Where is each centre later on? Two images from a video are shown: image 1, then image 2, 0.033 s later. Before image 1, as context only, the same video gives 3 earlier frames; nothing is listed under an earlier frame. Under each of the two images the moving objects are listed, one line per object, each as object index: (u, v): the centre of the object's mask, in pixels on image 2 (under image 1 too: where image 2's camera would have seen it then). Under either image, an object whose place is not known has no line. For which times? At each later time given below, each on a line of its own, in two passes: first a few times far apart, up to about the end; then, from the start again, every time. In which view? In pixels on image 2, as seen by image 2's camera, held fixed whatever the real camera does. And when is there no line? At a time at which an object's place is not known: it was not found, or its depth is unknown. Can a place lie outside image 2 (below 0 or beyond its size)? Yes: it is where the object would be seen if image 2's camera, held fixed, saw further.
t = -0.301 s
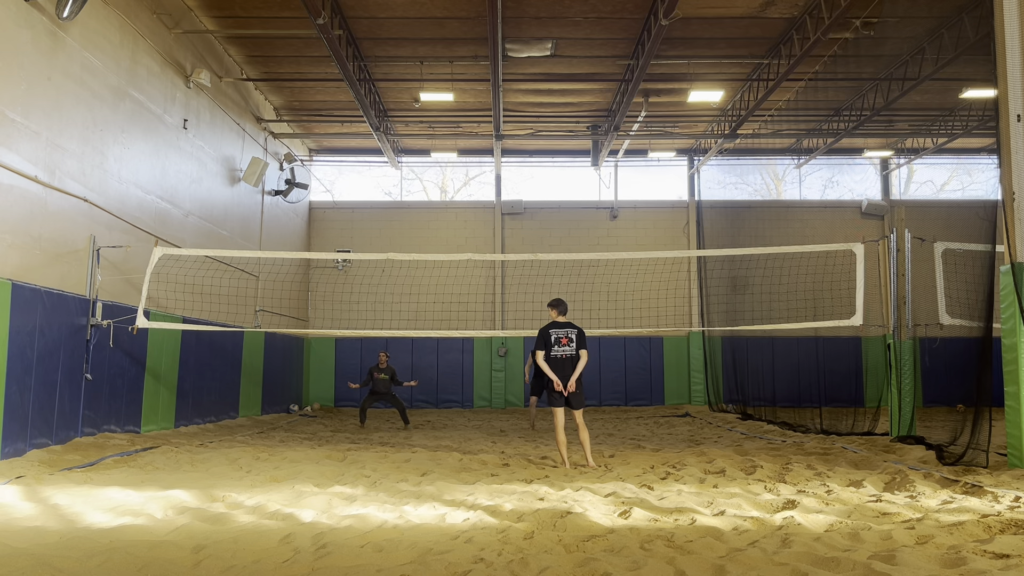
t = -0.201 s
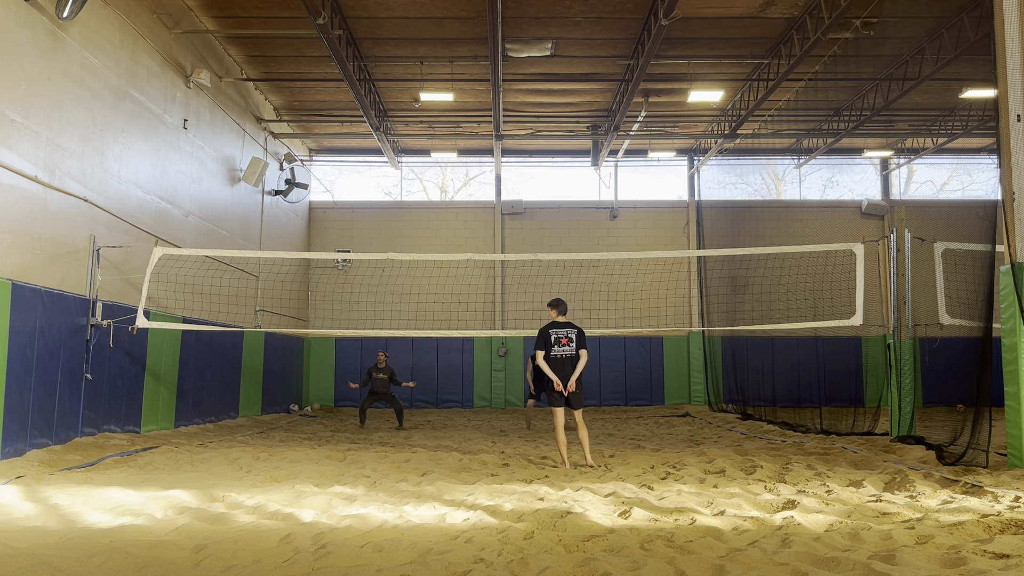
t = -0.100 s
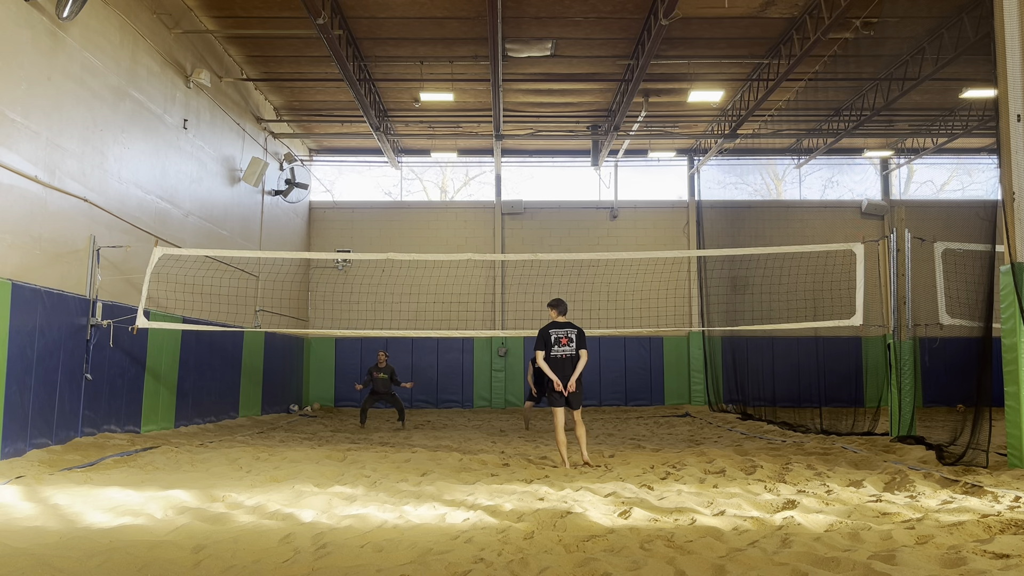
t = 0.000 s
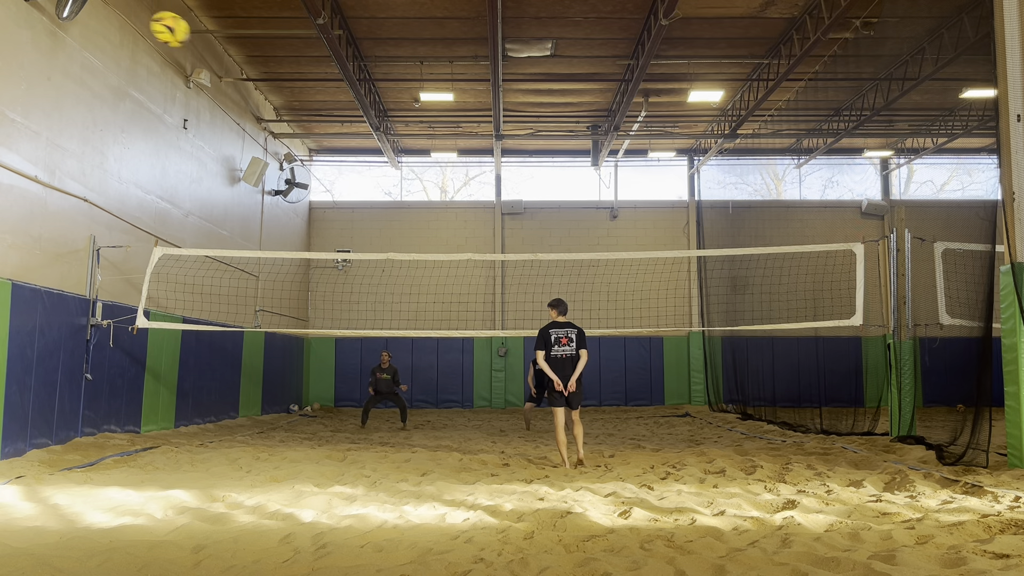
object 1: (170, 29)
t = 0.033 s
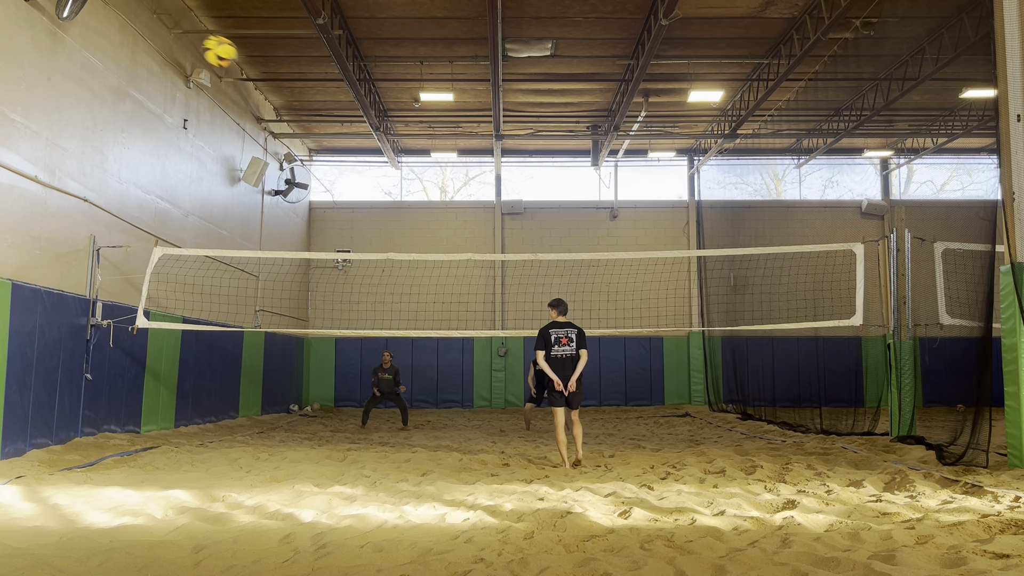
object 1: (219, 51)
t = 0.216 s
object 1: (395, 154)
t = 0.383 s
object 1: (482, 234)
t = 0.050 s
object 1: (242, 62)
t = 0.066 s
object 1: (261, 72)
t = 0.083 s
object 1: (281, 82)
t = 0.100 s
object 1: (299, 92)
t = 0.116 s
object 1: (315, 101)
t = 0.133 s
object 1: (331, 110)
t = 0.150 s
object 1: (345, 119)
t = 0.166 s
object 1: (359, 128)
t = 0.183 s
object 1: (372, 137)
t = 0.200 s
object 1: (384, 146)
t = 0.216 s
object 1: (395, 154)
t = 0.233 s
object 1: (405, 162)
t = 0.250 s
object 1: (416, 171)
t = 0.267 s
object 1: (426, 179)
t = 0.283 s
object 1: (435, 187)
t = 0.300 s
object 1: (444, 196)
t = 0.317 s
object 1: (453, 204)
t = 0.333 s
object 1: (461, 211)
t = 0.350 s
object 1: (468, 218)
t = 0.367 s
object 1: (475, 226)
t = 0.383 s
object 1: (482, 234)
